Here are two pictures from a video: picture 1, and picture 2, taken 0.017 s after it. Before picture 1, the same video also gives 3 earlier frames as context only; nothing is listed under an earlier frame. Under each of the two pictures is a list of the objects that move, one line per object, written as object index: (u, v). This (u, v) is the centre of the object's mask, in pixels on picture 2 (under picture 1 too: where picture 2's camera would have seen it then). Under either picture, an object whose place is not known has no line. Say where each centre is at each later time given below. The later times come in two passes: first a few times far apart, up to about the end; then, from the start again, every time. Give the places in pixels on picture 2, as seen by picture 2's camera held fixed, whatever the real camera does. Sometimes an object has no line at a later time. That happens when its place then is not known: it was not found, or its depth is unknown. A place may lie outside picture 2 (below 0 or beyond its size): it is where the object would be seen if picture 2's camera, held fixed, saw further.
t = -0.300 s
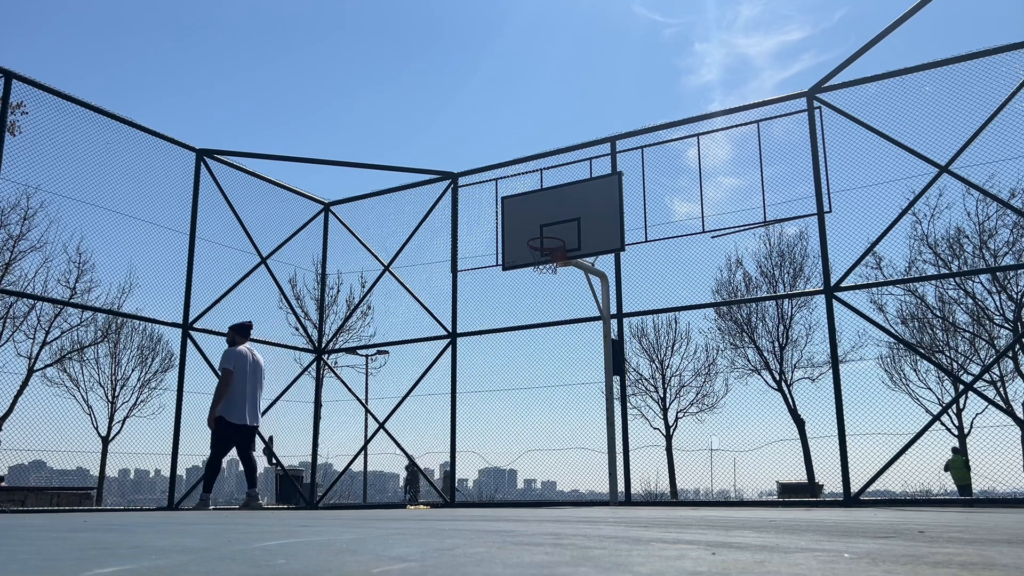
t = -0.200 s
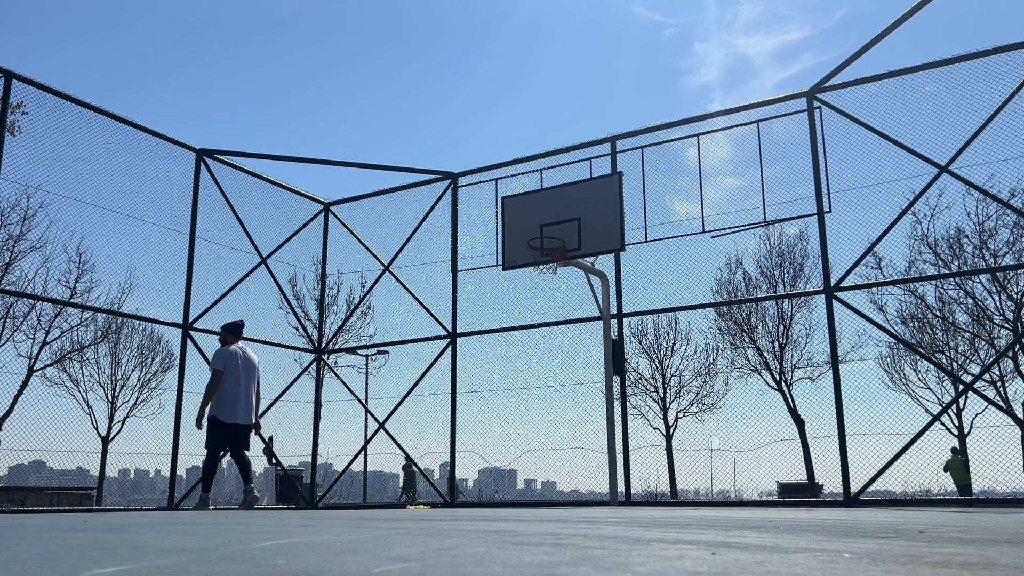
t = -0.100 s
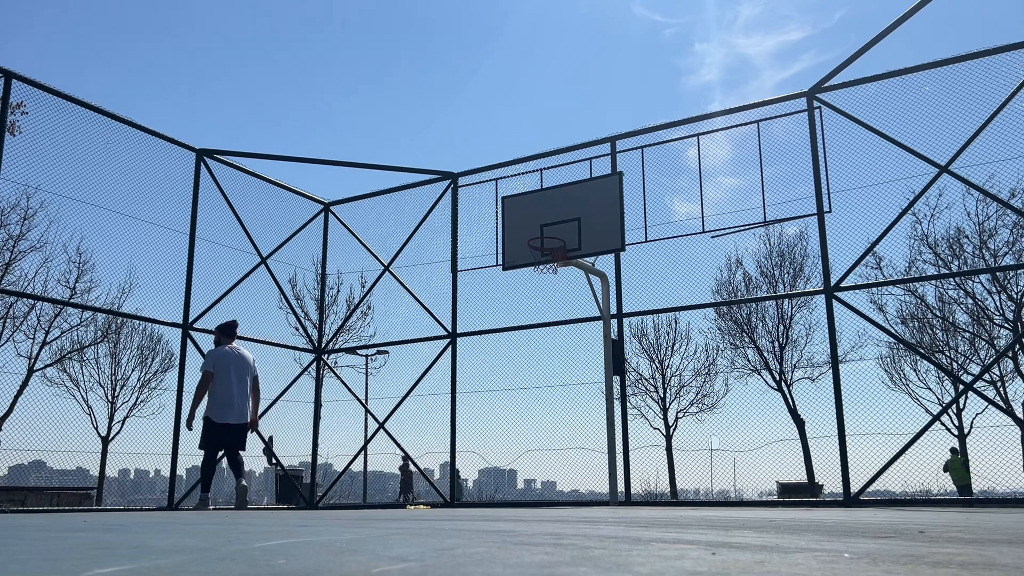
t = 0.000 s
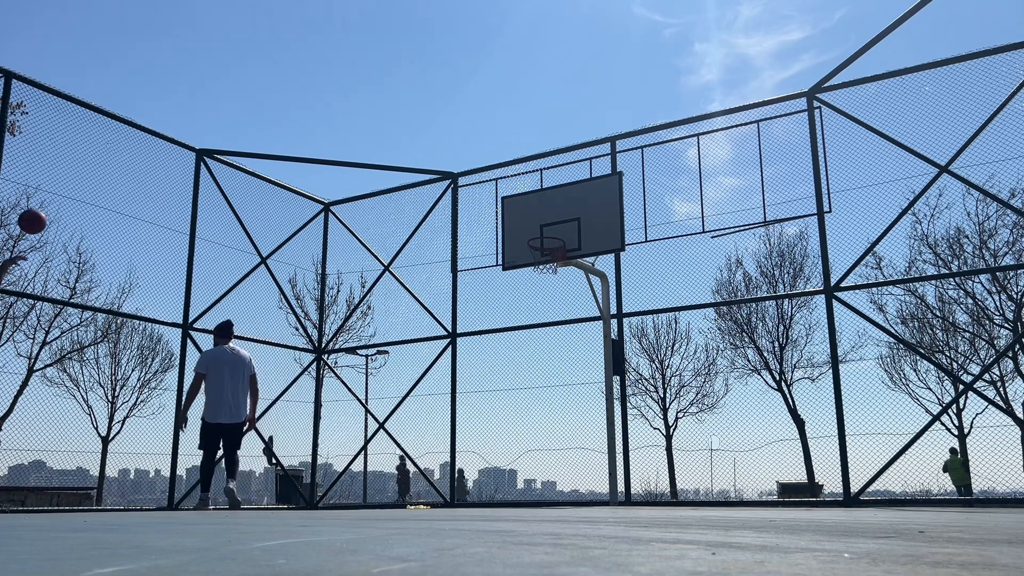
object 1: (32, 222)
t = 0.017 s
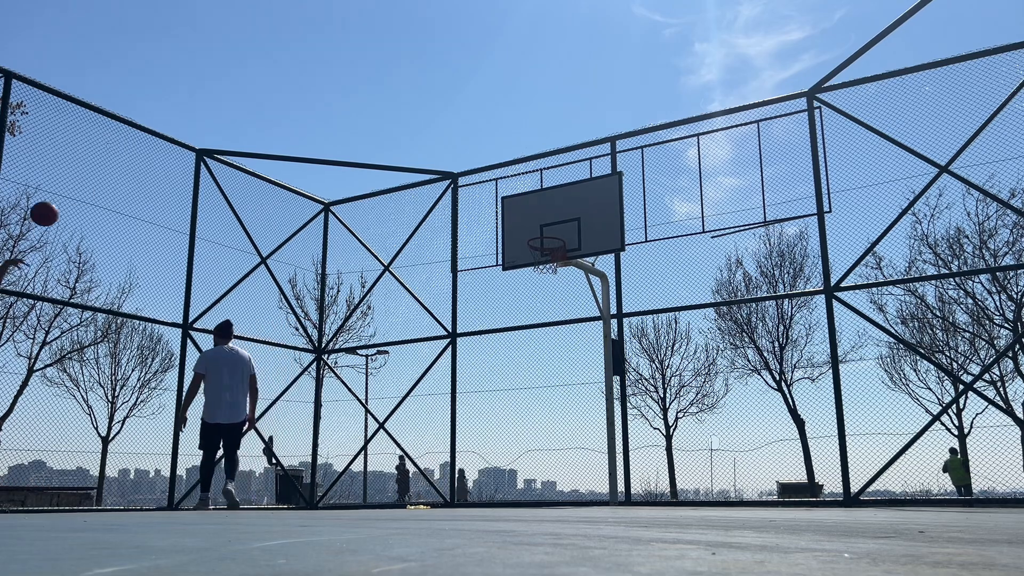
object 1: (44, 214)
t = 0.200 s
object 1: (163, 150)
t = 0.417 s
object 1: (281, 120)
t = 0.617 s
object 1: (374, 127)
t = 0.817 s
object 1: (458, 162)
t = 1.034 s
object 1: (541, 229)
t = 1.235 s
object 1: (528, 305)
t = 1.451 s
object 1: (489, 418)
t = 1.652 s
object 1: (451, 459)
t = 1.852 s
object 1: (408, 380)
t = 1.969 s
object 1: (384, 350)
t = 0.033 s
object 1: (56, 206)
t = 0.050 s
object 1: (68, 199)
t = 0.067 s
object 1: (79, 193)
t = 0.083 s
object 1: (90, 186)
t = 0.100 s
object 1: (101, 180)
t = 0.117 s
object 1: (112, 174)
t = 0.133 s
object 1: (123, 169)
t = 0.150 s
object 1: (133, 164)
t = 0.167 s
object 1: (143, 159)
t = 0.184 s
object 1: (153, 154)
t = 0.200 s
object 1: (163, 150)
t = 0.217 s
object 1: (173, 146)
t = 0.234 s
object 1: (183, 143)
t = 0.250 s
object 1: (192, 139)
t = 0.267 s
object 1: (202, 136)
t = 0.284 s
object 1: (211, 133)
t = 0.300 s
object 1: (220, 131)
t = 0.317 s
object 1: (229, 128)
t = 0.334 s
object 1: (238, 126)
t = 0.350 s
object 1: (247, 125)
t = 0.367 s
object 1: (255, 123)
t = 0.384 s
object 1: (264, 122)
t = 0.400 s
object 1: (273, 121)
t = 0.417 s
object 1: (281, 120)
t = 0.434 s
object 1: (289, 119)
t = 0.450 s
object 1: (297, 119)
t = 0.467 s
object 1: (306, 119)
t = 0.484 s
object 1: (314, 119)
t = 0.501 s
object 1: (321, 119)
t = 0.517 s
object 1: (329, 119)
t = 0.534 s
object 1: (337, 120)
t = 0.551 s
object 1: (345, 121)
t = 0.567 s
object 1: (352, 122)
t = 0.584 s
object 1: (360, 123)
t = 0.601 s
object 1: (367, 125)
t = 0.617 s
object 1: (374, 127)
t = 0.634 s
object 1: (382, 128)
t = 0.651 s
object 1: (389, 131)
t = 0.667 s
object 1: (396, 133)
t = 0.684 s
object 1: (403, 135)
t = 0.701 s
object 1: (410, 138)
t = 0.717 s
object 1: (417, 141)
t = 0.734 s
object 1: (424, 144)
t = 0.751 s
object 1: (431, 147)
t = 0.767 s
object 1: (438, 150)
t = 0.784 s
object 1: (444, 154)
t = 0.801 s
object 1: (451, 158)
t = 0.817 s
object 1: (458, 162)
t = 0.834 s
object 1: (464, 165)
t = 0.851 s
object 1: (471, 170)
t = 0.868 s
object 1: (477, 174)
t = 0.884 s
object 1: (484, 179)
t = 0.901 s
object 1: (490, 184)
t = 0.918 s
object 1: (497, 189)
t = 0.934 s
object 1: (503, 194)
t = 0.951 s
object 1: (509, 200)
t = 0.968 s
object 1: (516, 205)
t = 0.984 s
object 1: (522, 211)
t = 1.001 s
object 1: (528, 216)
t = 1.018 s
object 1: (534, 222)
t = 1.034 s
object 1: (541, 229)
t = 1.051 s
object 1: (547, 235)
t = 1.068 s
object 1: (553, 242)
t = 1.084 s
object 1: (555, 245)
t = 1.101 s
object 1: (552, 252)
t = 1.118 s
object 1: (550, 260)
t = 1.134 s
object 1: (546, 265)
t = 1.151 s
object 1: (543, 272)
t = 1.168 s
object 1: (540, 278)
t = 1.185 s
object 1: (537, 284)
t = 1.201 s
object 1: (534, 291)
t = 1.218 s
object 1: (531, 298)
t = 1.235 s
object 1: (528, 305)
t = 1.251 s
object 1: (525, 312)
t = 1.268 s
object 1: (522, 319)
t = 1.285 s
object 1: (519, 328)
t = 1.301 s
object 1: (516, 336)
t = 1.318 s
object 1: (513, 344)
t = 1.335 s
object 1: (510, 352)
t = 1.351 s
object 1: (507, 361)
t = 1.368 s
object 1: (504, 370)
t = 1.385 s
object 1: (501, 379)
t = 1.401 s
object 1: (498, 388)
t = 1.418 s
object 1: (495, 398)
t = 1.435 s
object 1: (492, 408)
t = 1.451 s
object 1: (489, 418)
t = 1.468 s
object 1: (486, 429)
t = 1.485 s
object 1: (483, 439)
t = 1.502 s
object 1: (480, 450)
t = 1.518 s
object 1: (477, 462)
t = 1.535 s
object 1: (474, 473)
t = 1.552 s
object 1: (471, 485)
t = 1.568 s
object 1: (468, 496)
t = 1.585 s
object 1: (465, 494)
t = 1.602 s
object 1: (462, 485)
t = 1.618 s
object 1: (458, 476)
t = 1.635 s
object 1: (454, 468)
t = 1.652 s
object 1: (451, 459)
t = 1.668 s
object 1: (447, 451)
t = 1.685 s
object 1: (444, 443)
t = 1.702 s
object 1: (440, 436)
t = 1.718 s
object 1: (436, 428)
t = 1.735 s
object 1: (433, 422)
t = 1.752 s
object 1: (429, 415)
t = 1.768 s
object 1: (426, 408)
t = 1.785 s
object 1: (422, 402)
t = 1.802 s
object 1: (419, 396)
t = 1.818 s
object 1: (415, 391)
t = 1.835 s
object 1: (412, 385)
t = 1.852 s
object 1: (408, 380)
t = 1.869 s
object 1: (405, 375)
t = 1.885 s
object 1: (401, 370)
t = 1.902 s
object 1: (398, 366)
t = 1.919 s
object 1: (394, 362)
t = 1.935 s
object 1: (391, 357)
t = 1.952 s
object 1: (387, 353)
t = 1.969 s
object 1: (384, 350)
